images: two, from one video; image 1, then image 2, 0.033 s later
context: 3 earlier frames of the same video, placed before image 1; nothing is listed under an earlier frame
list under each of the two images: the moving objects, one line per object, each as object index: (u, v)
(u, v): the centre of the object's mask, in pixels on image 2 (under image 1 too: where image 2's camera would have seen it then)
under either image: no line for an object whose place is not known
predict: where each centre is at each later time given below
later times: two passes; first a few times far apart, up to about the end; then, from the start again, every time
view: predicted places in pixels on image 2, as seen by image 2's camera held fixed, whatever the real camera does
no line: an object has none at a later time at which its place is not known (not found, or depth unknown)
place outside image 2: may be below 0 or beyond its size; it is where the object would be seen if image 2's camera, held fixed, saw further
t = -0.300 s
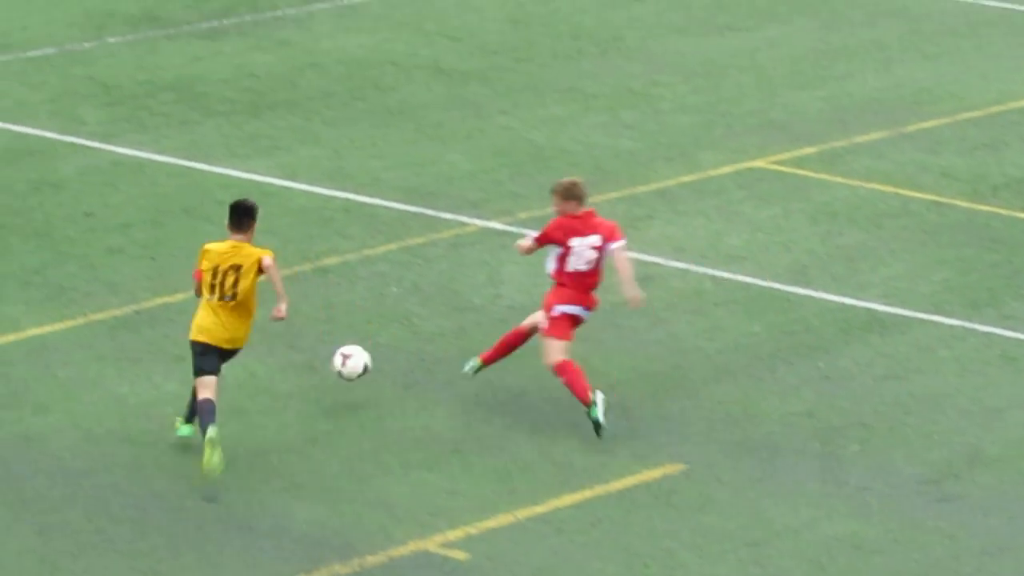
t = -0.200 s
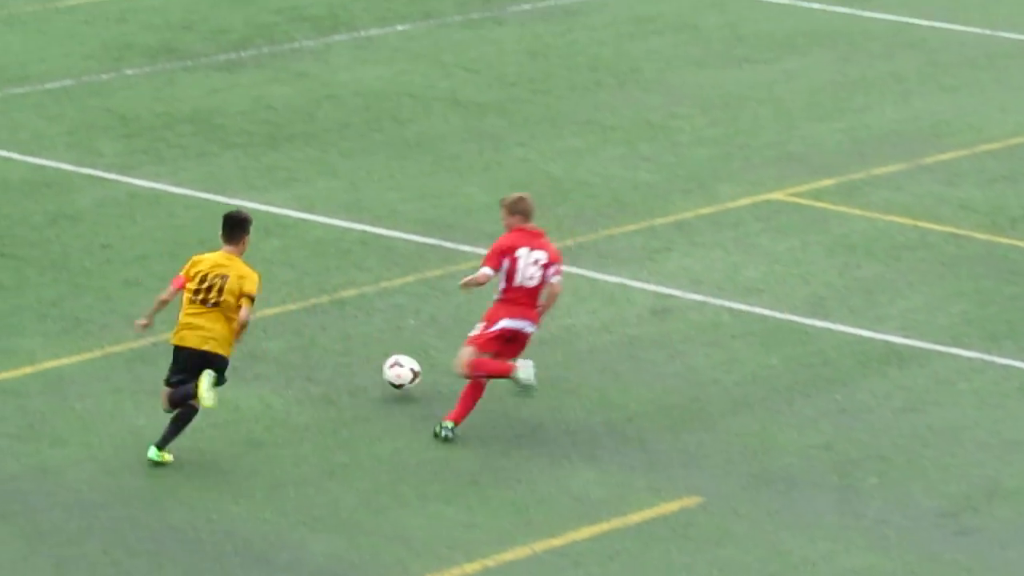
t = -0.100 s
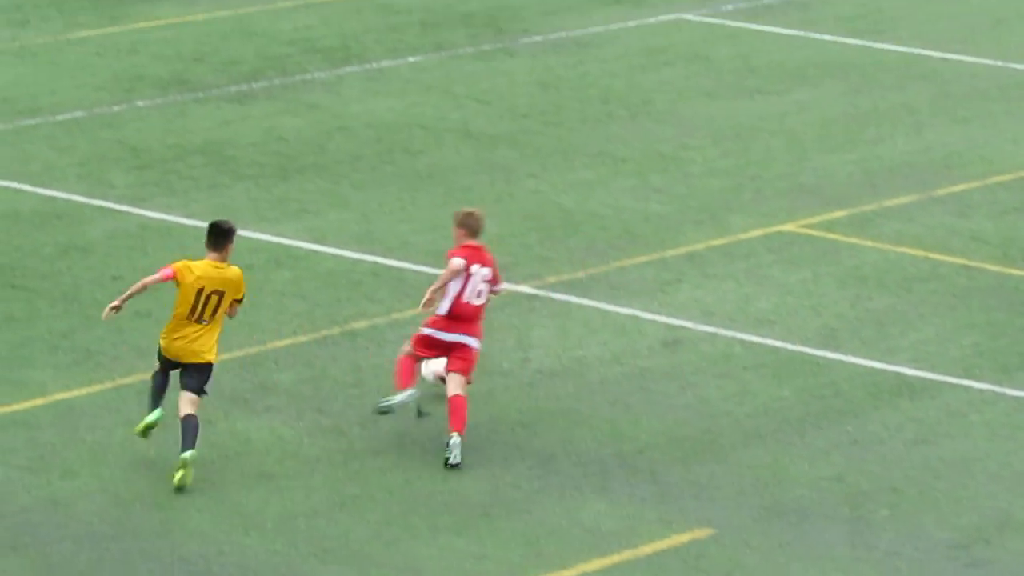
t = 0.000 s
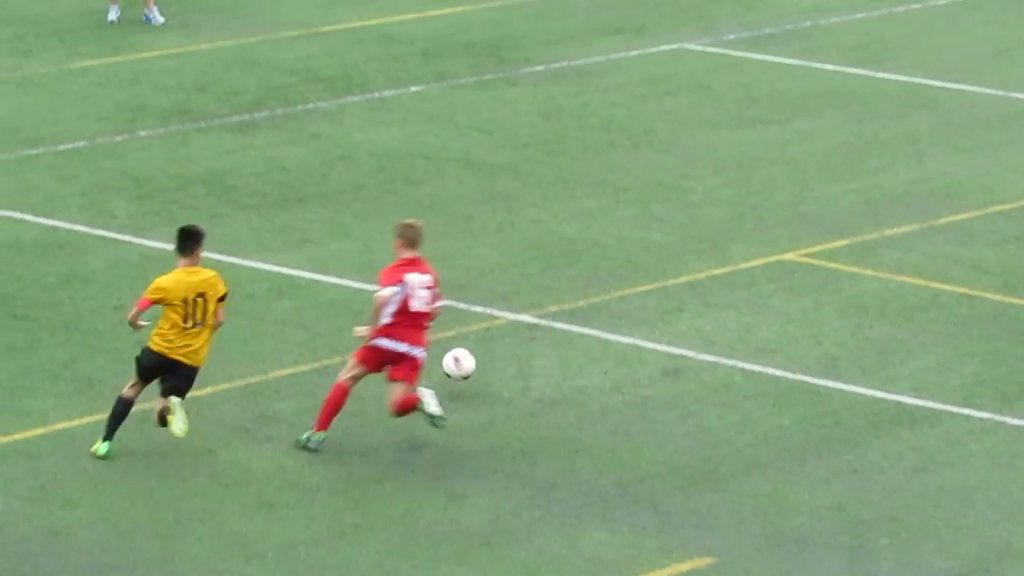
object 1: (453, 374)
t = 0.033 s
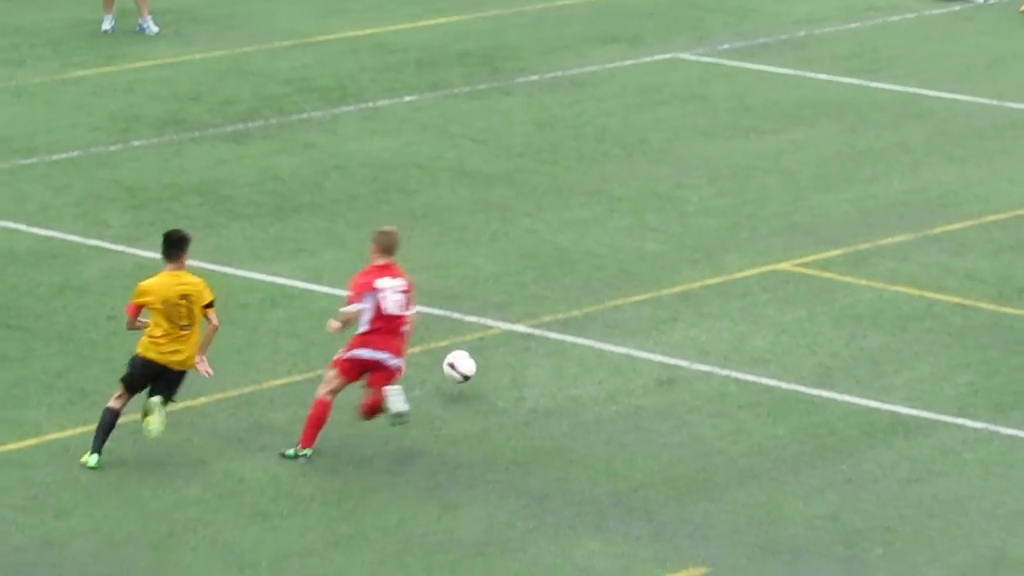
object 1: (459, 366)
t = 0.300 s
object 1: (496, 309)
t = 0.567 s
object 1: (515, 270)
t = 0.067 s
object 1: (466, 360)
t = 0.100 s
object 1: (473, 356)
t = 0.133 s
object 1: (480, 354)
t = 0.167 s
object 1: (483, 343)
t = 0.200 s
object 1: (486, 331)
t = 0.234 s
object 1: (490, 322)
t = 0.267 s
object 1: (493, 315)
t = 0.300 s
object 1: (496, 309)
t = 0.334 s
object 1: (499, 305)
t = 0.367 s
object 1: (502, 303)
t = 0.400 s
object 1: (506, 301)
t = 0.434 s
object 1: (508, 292)
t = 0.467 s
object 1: (510, 284)
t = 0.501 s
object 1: (512, 278)
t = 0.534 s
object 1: (513, 273)
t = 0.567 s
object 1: (515, 270)
